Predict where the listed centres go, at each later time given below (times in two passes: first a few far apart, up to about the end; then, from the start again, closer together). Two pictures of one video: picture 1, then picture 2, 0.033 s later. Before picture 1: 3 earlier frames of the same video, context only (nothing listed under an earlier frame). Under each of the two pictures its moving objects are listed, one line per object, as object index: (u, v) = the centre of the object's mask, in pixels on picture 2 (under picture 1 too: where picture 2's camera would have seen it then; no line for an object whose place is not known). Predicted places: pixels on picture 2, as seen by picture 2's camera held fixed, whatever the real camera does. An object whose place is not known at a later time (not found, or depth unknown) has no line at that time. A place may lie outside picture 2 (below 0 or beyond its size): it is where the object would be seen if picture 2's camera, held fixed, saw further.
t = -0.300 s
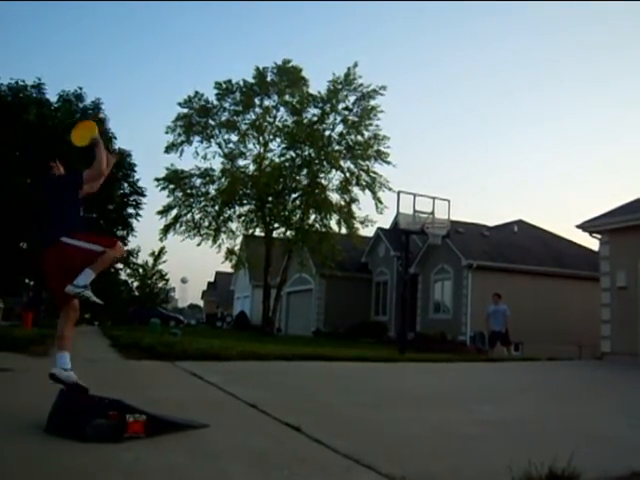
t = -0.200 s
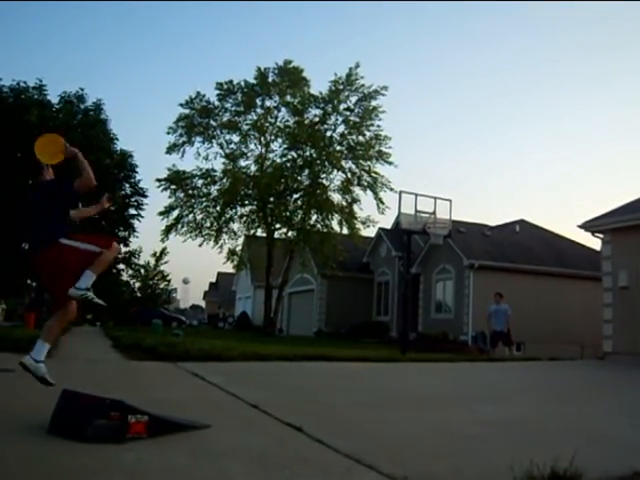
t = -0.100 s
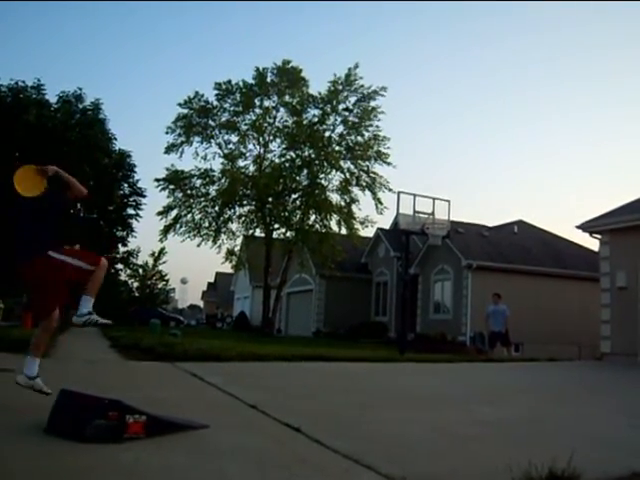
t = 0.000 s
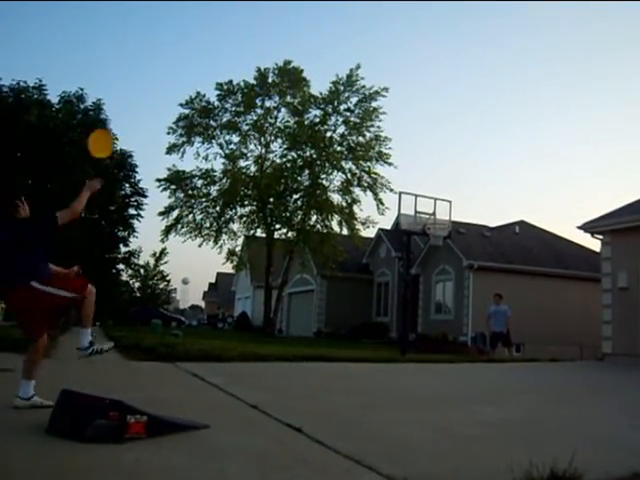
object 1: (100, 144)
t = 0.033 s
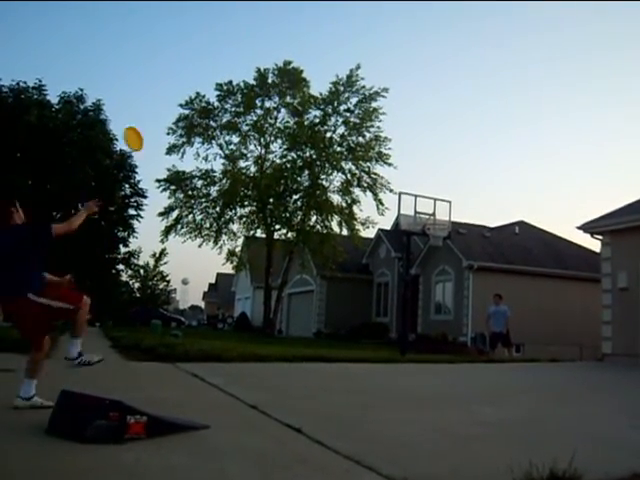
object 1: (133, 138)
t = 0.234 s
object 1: (264, 137)
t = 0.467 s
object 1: (353, 163)
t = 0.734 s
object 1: (423, 212)
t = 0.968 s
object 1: (436, 209)
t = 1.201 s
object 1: (433, 204)
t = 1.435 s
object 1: (433, 222)
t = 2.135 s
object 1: (458, 356)
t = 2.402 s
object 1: (450, 357)
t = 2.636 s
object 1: (447, 358)
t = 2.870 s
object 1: (449, 363)
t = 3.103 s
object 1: (449, 366)
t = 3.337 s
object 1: (449, 366)
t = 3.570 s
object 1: (449, 366)
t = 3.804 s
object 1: (450, 366)
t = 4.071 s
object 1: (450, 366)
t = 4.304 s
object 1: (449, 366)
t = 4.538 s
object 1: (449, 366)
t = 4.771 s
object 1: (450, 366)
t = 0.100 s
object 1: (186, 133)
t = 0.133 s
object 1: (210, 133)
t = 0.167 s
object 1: (230, 133)
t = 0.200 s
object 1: (248, 134)
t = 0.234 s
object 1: (264, 137)
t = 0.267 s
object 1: (280, 139)
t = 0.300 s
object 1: (294, 143)
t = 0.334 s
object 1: (307, 146)
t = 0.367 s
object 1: (320, 150)
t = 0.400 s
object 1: (332, 155)
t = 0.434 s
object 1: (341, 158)
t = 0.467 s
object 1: (353, 163)
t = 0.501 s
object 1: (364, 168)
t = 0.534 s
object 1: (373, 174)
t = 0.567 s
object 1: (383, 180)
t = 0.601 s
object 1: (392, 186)
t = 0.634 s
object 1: (400, 192)
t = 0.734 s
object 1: (423, 212)
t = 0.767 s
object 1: (431, 216)
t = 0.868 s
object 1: (440, 217)
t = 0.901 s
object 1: (439, 214)
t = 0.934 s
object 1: (437, 210)
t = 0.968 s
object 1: (436, 209)
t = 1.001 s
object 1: (435, 206)
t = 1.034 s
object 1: (435, 205)
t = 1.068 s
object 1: (434, 208)
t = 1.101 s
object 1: (434, 205)
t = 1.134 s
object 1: (433, 204)
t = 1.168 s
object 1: (433, 204)
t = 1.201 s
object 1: (433, 204)
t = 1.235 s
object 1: (433, 206)
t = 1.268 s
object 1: (432, 207)
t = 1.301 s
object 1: (431, 210)
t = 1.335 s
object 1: (431, 212)
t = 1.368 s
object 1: (432, 216)
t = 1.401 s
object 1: (431, 219)
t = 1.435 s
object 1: (433, 222)
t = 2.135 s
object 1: (458, 356)
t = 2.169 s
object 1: (459, 362)
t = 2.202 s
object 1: (459, 363)
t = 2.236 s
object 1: (457, 360)
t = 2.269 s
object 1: (456, 358)
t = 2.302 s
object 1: (455, 357)
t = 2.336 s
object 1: (453, 357)
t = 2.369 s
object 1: (451, 357)
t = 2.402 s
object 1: (450, 357)
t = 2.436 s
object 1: (449, 357)
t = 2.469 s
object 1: (448, 358)
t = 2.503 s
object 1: (447, 358)
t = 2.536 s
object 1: (446, 358)
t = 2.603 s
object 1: (446, 358)
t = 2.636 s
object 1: (447, 358)
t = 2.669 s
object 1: (446, 358)
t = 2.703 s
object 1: (446, 359)
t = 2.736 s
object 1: (446, 359)
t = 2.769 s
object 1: (447, 360)
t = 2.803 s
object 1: (448, 360)
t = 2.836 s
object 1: (448, 361)
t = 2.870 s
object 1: (449, 363)
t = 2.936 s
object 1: (449, 366)
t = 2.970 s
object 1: (449, 366)
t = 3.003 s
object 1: (449, 365)
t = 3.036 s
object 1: (449, 366)
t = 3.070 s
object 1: (450, 366)
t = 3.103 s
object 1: (449, 366)
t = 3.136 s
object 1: (449, 366)
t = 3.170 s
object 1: (449, 366)
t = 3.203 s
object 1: (449, 366)
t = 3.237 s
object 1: (448, 366)
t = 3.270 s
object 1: (449, 366)
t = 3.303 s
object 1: (449, 366)
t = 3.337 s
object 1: (449, 366)
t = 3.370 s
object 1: (449, 366)
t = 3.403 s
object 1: (449, 366)
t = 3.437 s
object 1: (449, 366)
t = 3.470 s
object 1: (449, 366)
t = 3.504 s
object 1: (449, 366)
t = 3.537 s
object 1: (450, 366)
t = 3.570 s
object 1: (449, 366)
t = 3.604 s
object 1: (449, 366)
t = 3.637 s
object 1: (449, 366)
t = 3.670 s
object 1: (449, 366)
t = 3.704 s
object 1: (450, 366)
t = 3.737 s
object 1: (450, 366)
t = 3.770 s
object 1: (449, 366)
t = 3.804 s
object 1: (450, 366)
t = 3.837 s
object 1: (450, 366)
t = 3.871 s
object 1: (450, 366)
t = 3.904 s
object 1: (450, 366)
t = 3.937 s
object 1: (449, 366)
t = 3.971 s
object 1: (450, 366)
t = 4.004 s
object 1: (450, 366)
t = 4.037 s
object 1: (449, 366)
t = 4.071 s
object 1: (450, 366)
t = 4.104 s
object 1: (450, 366)
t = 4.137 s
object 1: (449, 366)
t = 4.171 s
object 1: (449, 366)
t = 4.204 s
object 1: (449, 366)
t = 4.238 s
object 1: (449, 366)
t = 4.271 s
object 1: (449, 366)
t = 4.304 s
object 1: (449, 366)
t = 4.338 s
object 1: (449, 366)
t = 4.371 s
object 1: (450, 366)
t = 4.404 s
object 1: (450, 366)
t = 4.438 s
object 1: (450, 366)
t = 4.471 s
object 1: (449, 366)
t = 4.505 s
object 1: (449, 366)
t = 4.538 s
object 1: (449, 366)
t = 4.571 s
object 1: (449, 366)
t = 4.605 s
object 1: (449, 366)
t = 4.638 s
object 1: (450, 366)
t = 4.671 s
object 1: (449, 366)
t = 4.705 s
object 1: (449, 366)
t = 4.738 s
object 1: (449, 366)
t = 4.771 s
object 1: (450, 366)
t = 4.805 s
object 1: (450, 366)
